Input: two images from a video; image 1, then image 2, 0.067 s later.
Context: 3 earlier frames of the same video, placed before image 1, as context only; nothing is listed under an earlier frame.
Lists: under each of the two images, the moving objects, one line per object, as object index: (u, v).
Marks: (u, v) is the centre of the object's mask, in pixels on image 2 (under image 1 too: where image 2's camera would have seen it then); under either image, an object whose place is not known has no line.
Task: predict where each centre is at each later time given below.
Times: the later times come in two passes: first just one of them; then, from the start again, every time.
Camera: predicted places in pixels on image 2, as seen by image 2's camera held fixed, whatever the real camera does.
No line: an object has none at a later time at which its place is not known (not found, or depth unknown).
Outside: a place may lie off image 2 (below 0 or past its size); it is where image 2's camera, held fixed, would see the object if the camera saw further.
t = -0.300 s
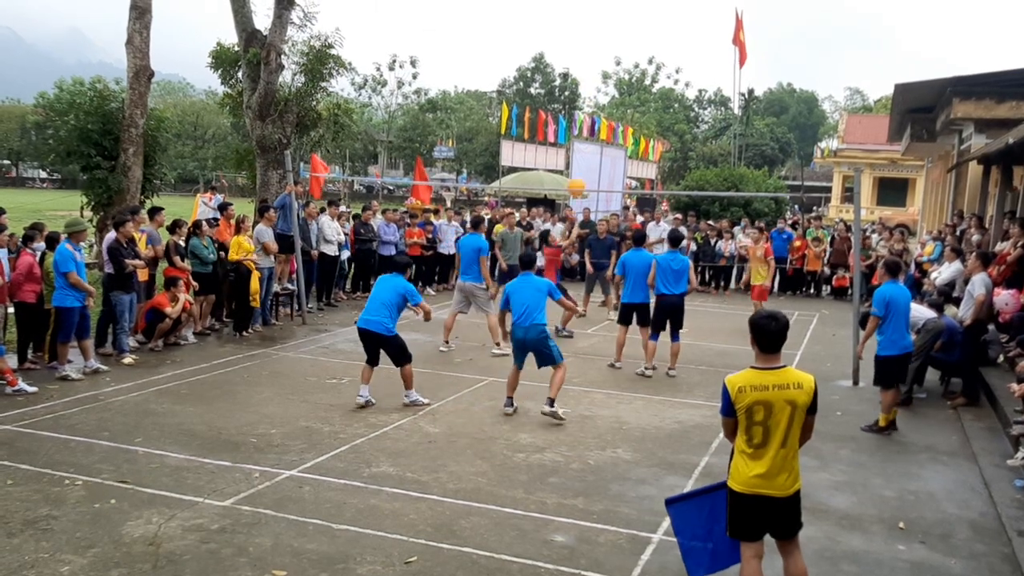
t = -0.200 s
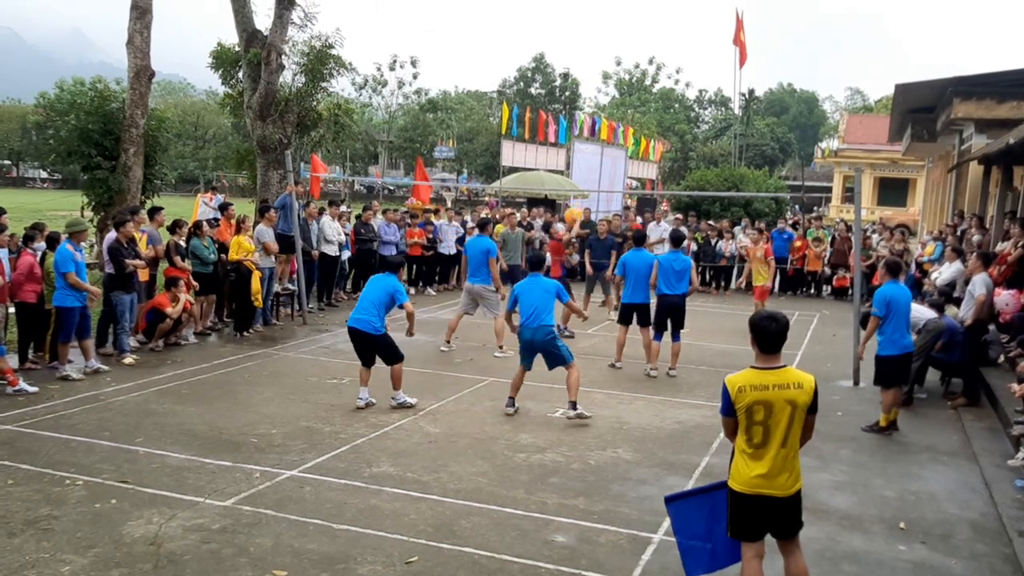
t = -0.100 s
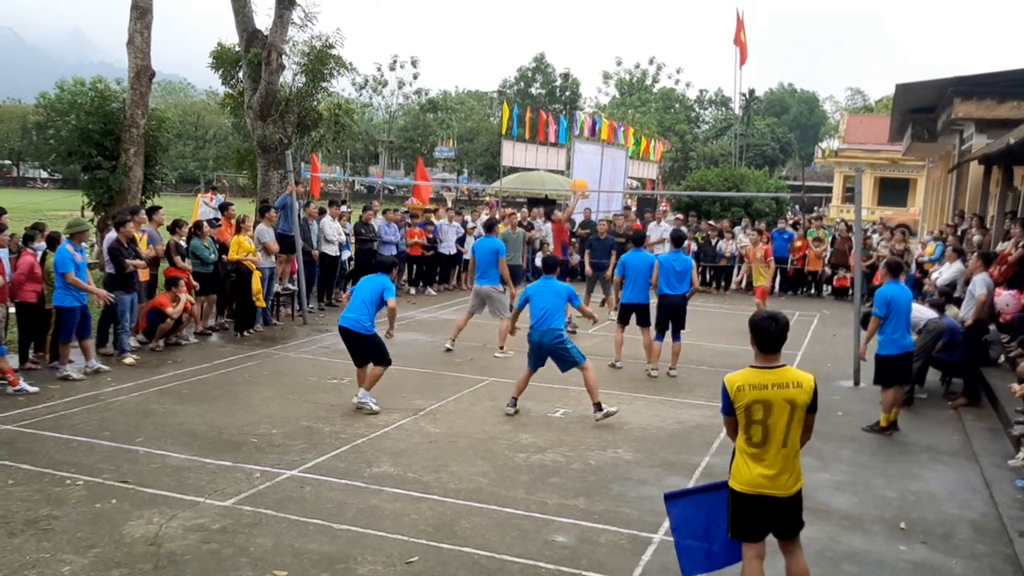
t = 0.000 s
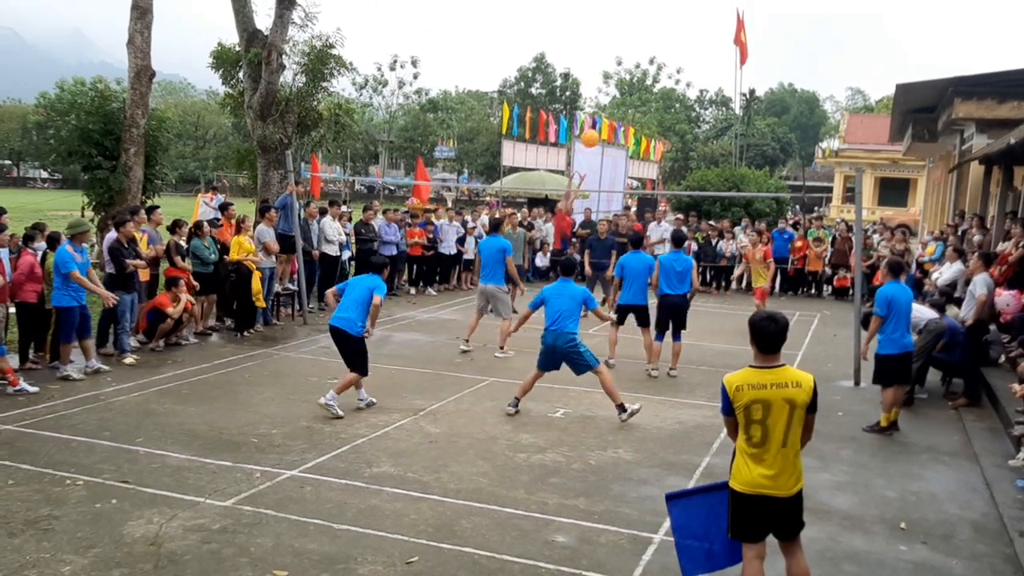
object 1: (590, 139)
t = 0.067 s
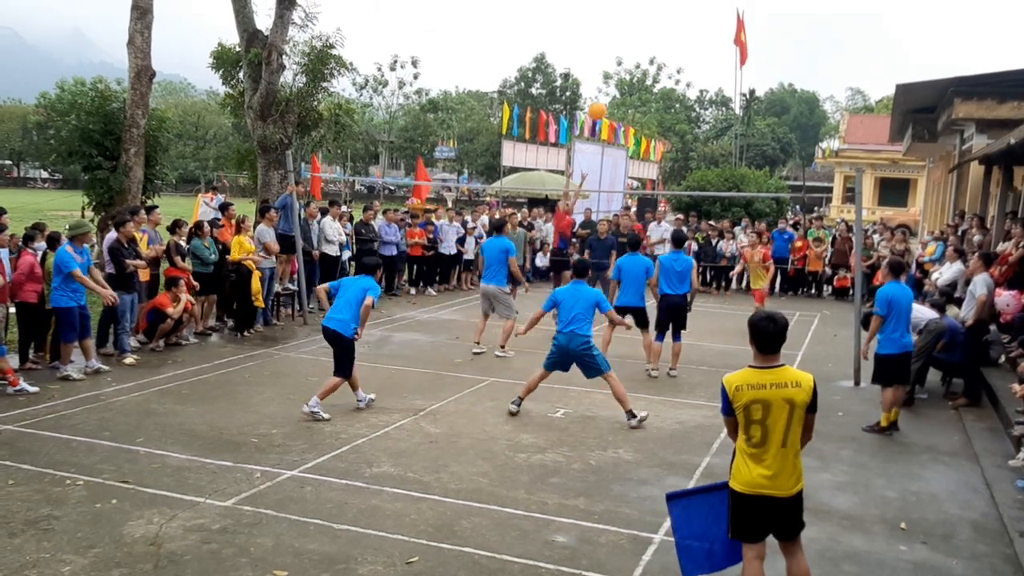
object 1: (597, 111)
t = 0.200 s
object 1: (610, 62)
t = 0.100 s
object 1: (600, 98)
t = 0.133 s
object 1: (604, 85)
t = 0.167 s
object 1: (606, 74)
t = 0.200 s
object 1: (610, 62)
